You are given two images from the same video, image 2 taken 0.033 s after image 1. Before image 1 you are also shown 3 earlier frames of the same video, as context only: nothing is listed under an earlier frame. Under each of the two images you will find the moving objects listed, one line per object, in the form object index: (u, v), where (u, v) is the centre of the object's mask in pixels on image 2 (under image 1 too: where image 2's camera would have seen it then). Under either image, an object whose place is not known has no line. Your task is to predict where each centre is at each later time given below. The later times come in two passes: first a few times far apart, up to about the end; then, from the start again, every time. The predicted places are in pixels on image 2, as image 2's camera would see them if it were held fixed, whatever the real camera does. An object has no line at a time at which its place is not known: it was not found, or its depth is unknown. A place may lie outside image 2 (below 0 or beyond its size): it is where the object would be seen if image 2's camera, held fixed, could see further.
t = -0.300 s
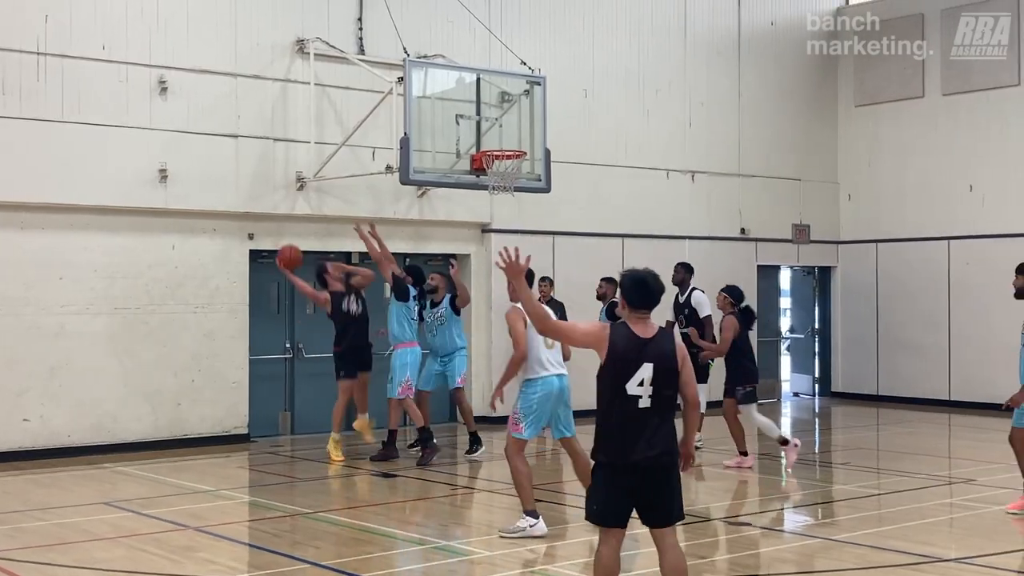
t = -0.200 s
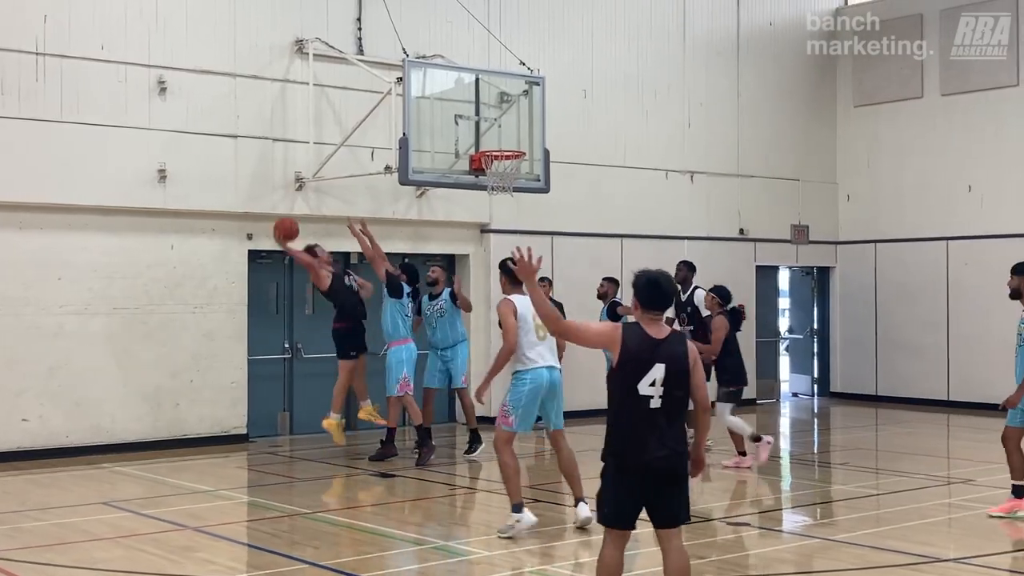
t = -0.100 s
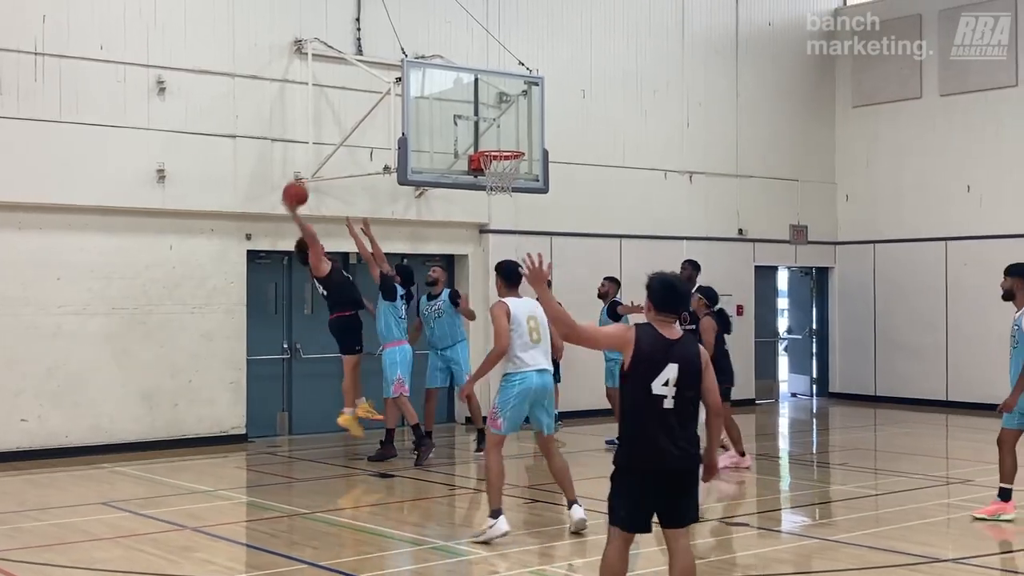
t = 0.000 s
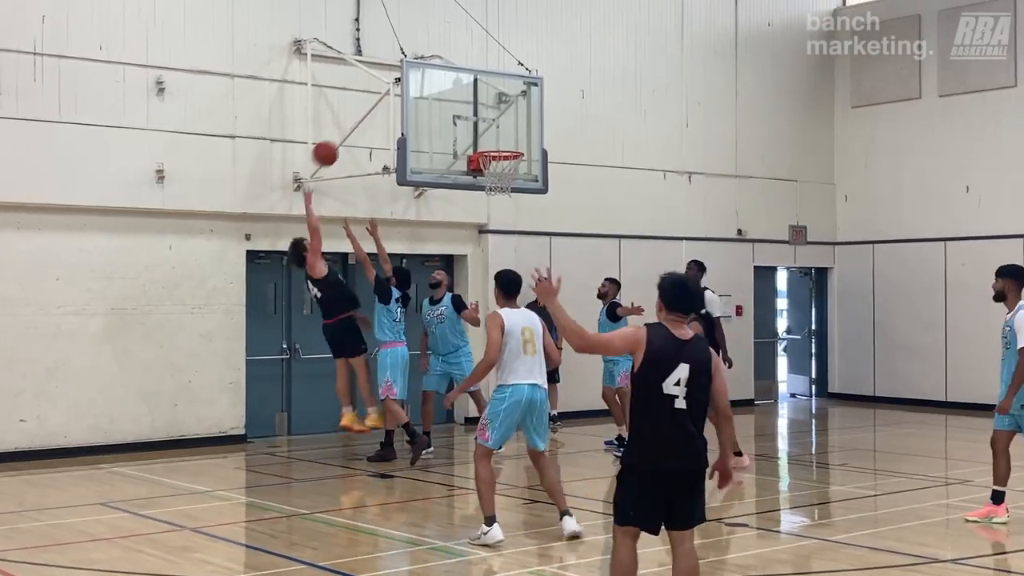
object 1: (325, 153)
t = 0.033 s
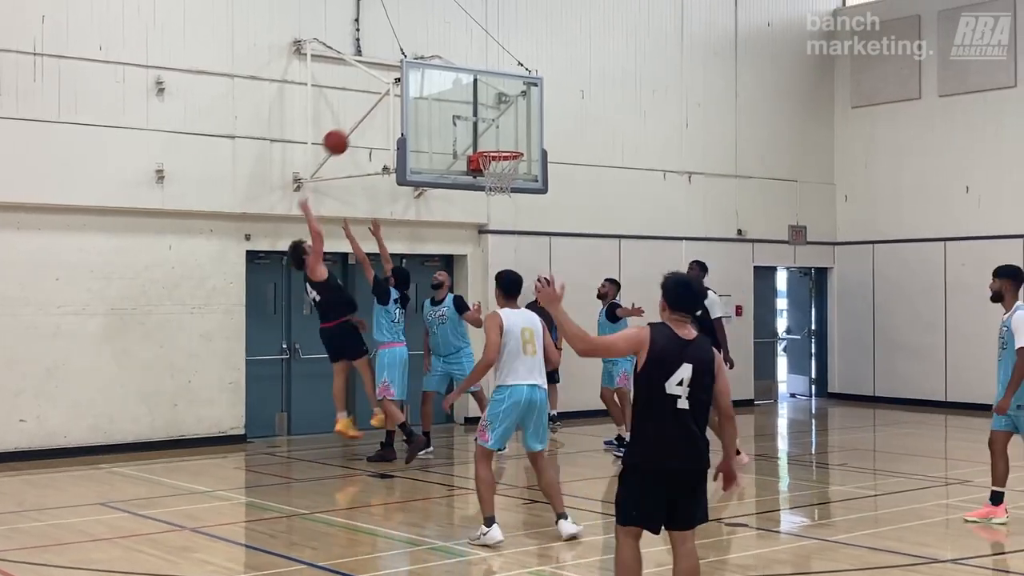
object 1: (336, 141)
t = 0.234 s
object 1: (399, 99)
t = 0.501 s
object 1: (479, 103)
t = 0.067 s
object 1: (347, 131)
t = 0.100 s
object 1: (357, 123)
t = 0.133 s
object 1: (368, 115)
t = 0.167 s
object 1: (378, 108)
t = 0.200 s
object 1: (388, 103)
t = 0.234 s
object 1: (399, 99)
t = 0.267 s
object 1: (409, 95)
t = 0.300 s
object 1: (419, 93)
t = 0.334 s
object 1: (429, 92)
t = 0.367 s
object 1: (439, 92)
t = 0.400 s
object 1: (450, 93)
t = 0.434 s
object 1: (459, 95)
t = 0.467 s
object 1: (469, 99)
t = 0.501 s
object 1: (479, 103)
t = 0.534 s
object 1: (489, 109)
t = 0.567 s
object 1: (499, 115)
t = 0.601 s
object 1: (508, 123)
